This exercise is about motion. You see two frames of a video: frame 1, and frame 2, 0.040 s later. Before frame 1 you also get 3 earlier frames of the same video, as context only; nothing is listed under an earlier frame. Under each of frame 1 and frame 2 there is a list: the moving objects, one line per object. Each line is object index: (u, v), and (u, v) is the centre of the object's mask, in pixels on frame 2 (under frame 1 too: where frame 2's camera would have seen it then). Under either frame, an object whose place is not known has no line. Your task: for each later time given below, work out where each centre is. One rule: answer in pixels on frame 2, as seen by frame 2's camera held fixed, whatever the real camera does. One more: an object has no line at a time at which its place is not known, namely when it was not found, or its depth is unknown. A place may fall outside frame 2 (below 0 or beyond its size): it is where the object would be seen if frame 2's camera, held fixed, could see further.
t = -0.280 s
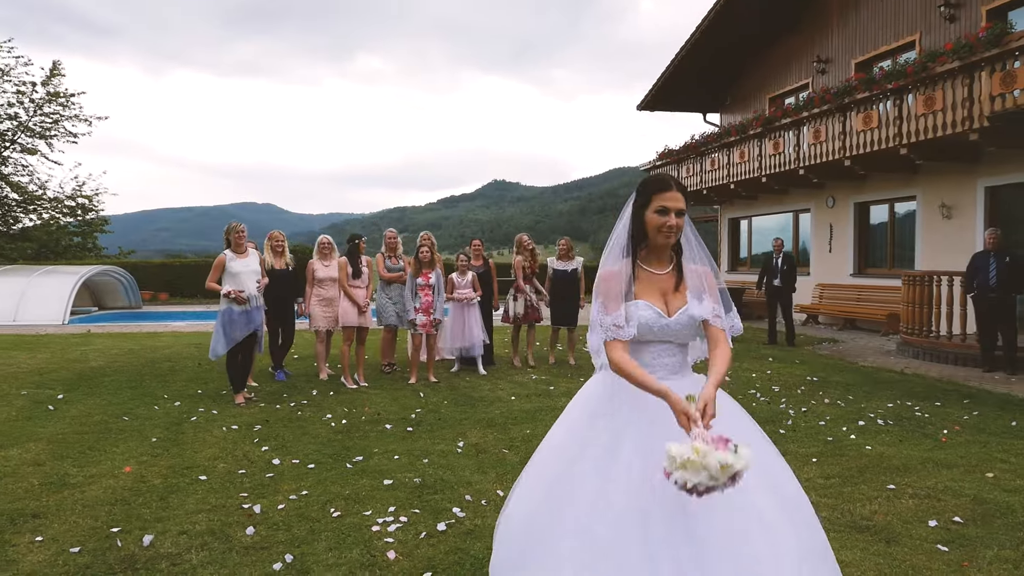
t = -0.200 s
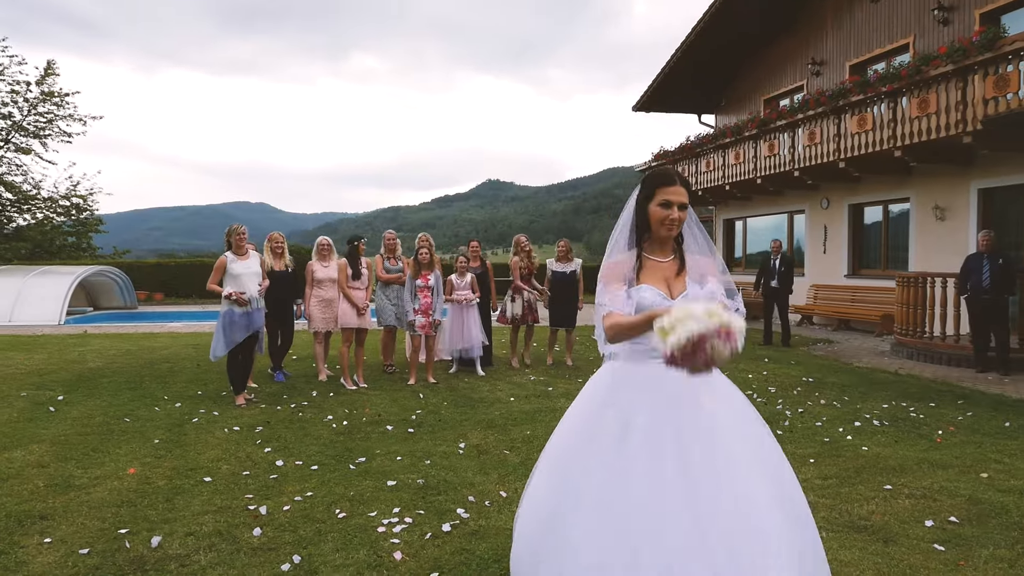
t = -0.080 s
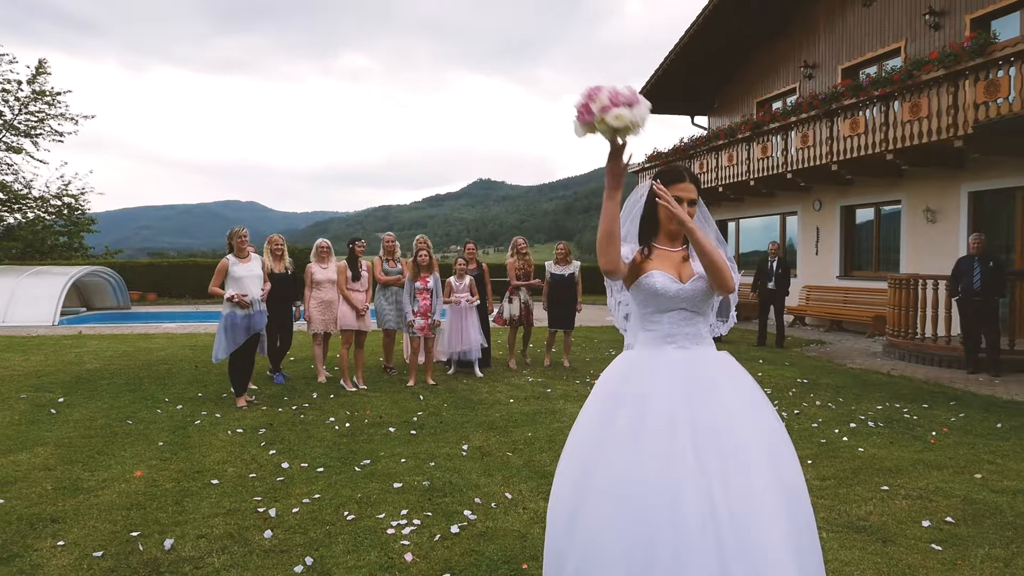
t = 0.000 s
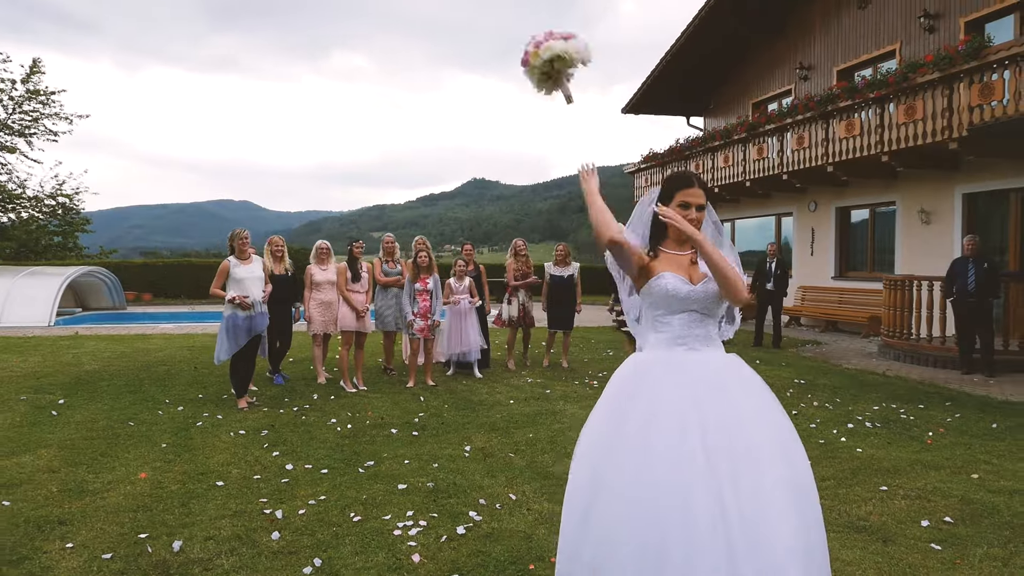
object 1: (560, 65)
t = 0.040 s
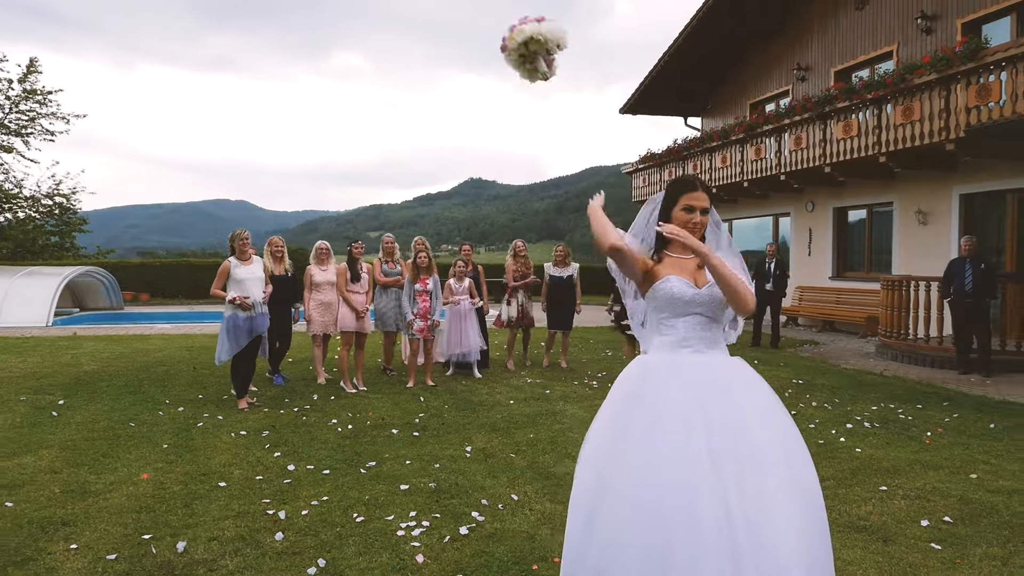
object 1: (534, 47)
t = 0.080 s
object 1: (511, 37)
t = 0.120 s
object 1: (494, 33)
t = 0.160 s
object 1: (482, 33)
